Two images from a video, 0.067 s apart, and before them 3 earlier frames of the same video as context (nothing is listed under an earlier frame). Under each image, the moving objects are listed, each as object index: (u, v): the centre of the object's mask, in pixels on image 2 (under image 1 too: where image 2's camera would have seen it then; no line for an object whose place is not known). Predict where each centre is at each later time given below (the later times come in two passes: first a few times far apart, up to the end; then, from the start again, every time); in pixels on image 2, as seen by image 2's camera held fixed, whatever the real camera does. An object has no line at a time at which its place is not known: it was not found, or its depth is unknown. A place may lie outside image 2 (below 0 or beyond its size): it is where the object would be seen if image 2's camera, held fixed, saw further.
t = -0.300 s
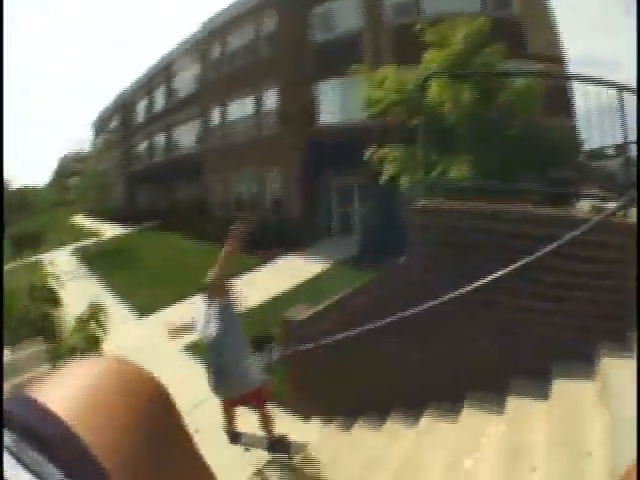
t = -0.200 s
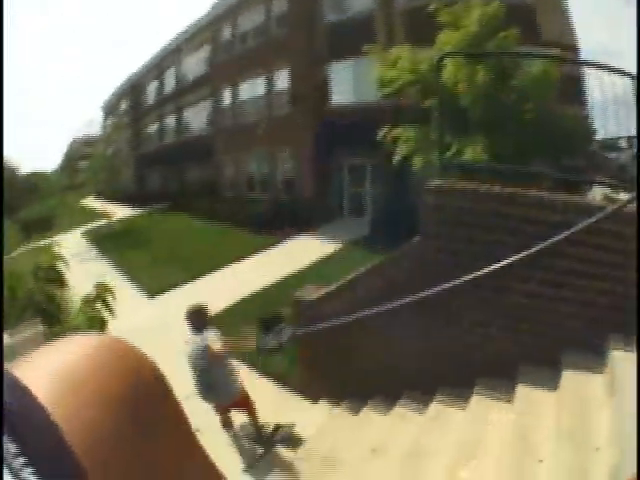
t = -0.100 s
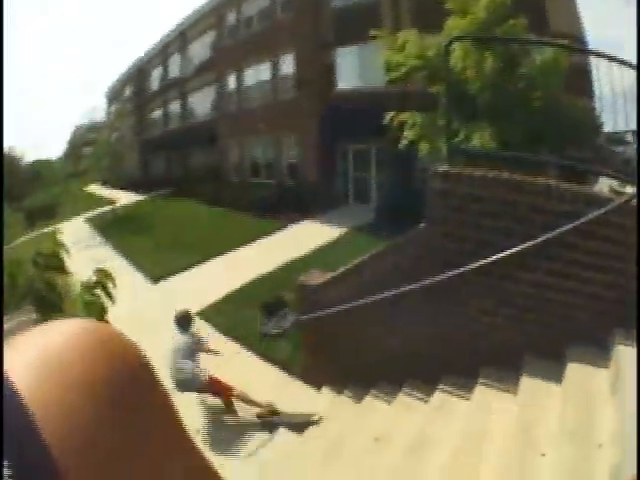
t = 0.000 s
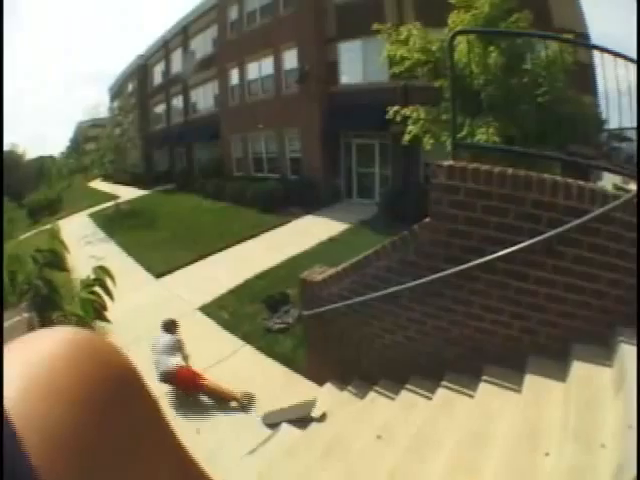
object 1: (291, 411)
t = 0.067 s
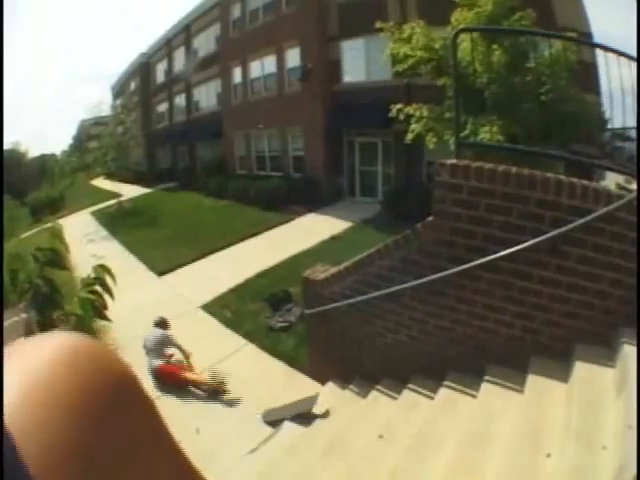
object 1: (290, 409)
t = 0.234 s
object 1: (288, 410)
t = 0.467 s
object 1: (281, 410)
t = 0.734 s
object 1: (272, 410)
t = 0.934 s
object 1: (267, 410)
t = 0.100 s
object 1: (290, 409)
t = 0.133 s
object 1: (290, 409)
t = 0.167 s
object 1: (290, 409)
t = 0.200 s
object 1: (289, 410)
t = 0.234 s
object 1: (288, 410)
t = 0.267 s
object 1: (287, 410)
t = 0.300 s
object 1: (286, 410)
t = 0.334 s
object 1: (285, 410)
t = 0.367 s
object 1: (284, 410)
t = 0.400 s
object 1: (283, 410)
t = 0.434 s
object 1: (282, 410)
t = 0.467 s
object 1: (281, 410)
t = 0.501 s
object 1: (280, 410)
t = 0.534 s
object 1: (279, 410)
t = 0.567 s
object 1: (278, 410)
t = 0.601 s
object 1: (277, 410)
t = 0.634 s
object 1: (276, 410)
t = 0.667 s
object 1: (275, 410)
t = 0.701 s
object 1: (273, 410)
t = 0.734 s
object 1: (272, 410)
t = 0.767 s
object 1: (271, 409)
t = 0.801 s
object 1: (270, 409)
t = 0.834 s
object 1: (270, 409)
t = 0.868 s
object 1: (269, 409)
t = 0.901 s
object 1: (268, 409)
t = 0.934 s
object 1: (267, 410)
